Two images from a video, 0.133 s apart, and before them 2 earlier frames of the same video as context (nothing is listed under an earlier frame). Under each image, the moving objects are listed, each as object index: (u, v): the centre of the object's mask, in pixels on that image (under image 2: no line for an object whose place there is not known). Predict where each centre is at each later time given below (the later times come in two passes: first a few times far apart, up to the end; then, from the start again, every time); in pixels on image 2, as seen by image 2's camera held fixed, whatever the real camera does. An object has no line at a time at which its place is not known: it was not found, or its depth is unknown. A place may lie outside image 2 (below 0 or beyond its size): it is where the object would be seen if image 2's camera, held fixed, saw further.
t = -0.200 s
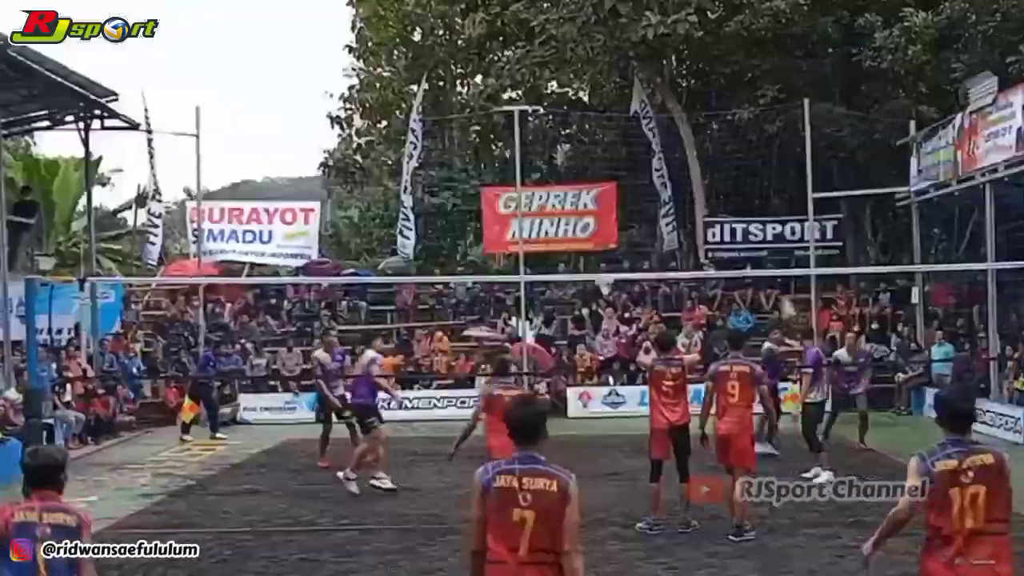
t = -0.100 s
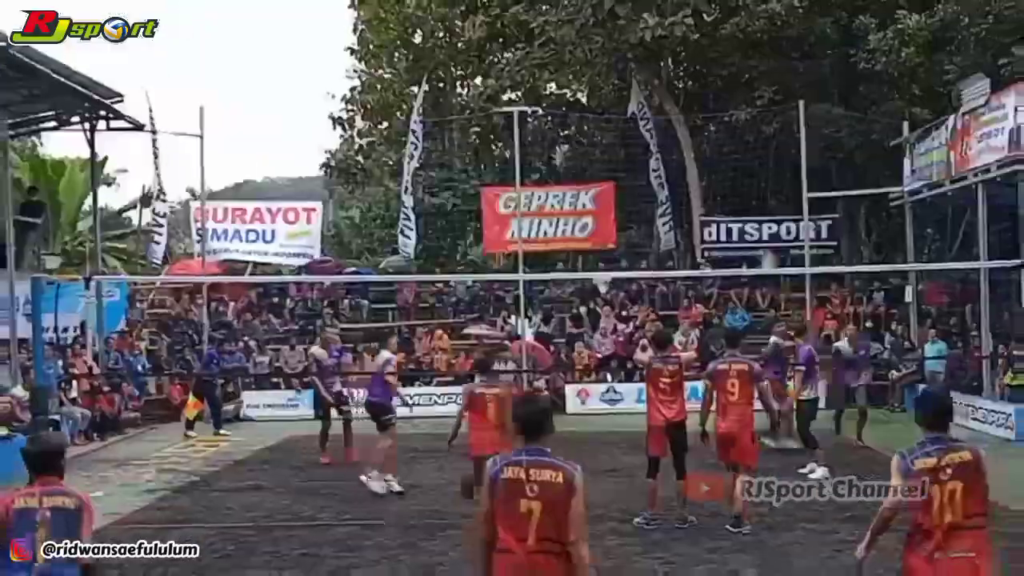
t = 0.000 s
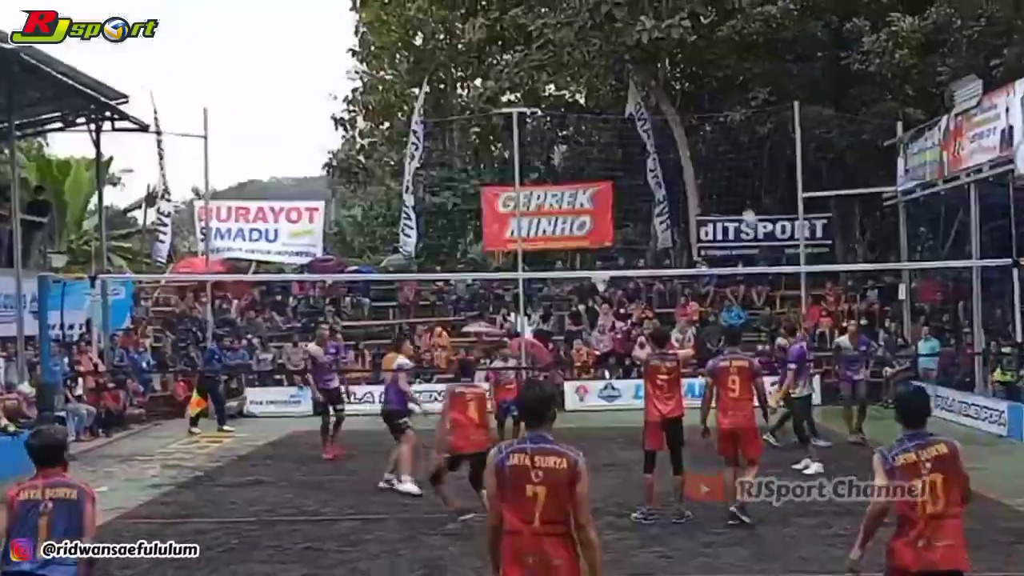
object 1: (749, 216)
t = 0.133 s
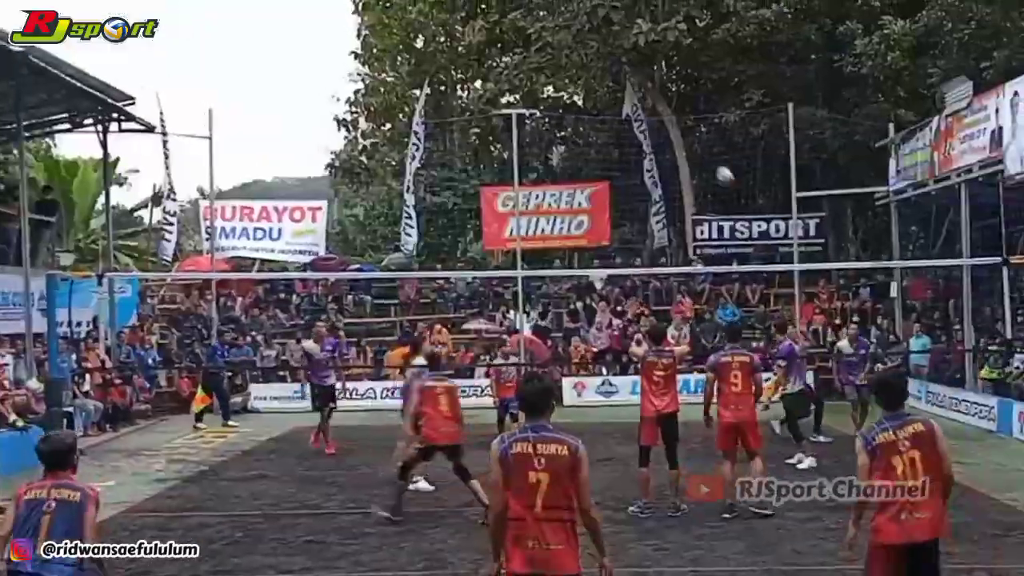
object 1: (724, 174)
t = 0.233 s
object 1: (707, 151)
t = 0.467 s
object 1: (668, 122)
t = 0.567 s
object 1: (651, 122)
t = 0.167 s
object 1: (719, 166)
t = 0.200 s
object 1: (713, 157)
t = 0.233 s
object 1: (707, 151)
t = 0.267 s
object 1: (702, 144)
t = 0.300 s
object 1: (697, 138)
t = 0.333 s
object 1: (691, 133)
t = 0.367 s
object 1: (686, 129)
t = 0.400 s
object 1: (679, 126)
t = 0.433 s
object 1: (674, 124)
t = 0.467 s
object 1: (668, 122)
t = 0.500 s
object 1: (662, 121)
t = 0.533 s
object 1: (657, 121)
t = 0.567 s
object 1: (651, 122)
